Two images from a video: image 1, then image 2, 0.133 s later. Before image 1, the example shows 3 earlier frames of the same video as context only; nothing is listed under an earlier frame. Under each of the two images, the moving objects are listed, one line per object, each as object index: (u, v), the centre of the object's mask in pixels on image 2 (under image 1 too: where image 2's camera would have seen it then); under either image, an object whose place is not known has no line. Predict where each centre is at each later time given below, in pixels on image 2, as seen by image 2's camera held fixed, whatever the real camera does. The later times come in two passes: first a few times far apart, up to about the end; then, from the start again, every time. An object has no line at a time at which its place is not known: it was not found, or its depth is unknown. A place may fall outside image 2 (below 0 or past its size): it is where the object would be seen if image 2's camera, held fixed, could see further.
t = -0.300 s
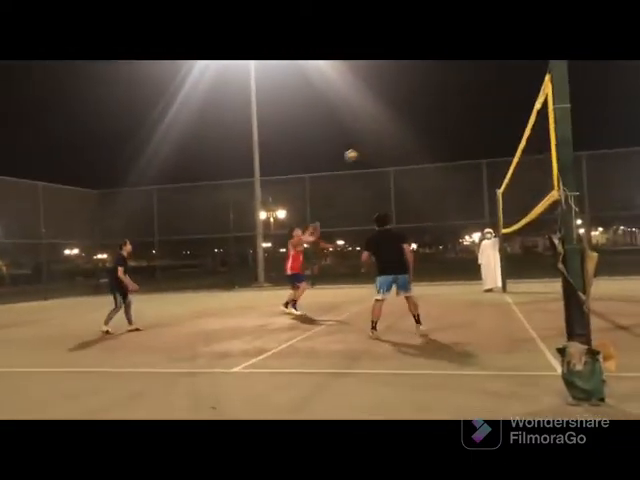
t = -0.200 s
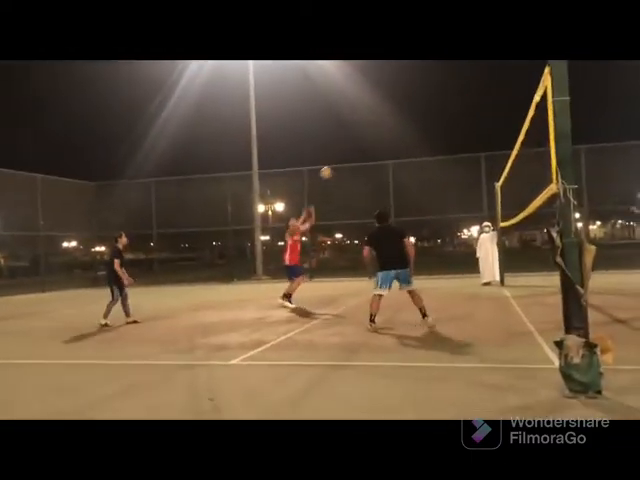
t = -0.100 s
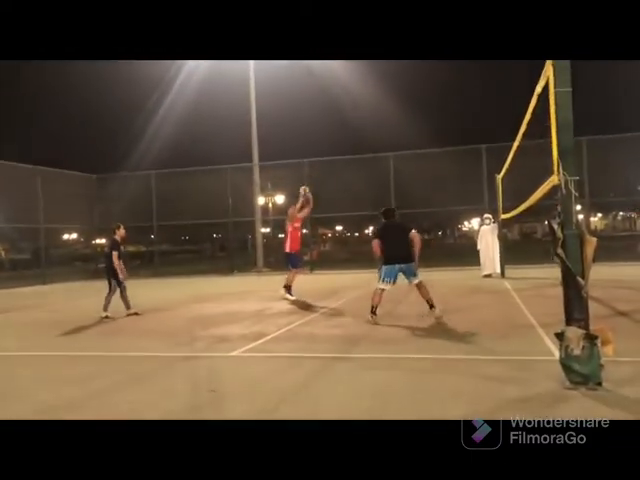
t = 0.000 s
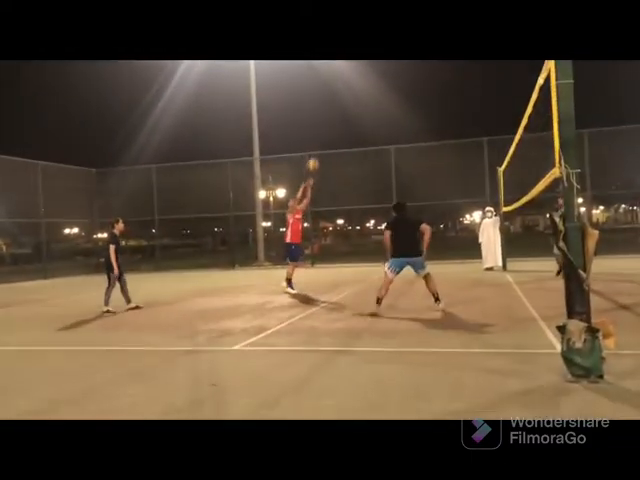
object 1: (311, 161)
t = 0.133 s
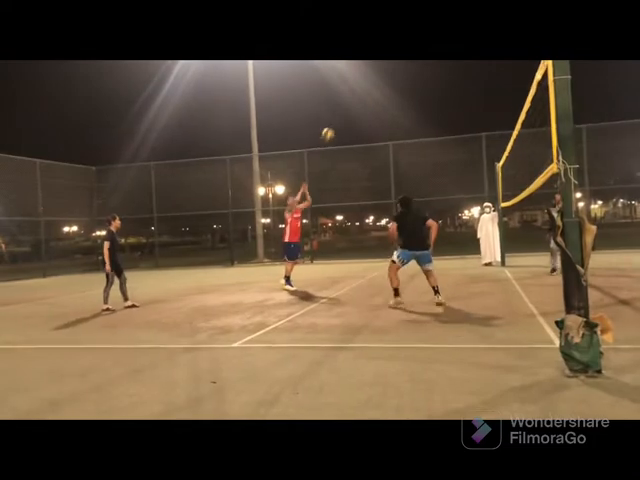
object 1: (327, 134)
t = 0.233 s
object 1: (340, 119)
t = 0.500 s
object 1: (379, 105)
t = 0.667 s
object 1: (406, 119)
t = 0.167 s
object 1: (331, 128)
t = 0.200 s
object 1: (336, 123)
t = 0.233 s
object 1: (340, 119)
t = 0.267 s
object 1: (345, 115)
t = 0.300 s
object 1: (350, 112)
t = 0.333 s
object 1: (355, 110)
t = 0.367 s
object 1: (359, 106)
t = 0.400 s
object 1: (363, 105)
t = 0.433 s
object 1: (369, 105)
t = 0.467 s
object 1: (373, 104)
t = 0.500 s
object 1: (379, 105)
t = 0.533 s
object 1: (384, 106)
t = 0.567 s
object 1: (389, 108)
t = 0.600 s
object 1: (395, 111)
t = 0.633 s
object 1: (400, 114)
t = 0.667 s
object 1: (406, 119)
